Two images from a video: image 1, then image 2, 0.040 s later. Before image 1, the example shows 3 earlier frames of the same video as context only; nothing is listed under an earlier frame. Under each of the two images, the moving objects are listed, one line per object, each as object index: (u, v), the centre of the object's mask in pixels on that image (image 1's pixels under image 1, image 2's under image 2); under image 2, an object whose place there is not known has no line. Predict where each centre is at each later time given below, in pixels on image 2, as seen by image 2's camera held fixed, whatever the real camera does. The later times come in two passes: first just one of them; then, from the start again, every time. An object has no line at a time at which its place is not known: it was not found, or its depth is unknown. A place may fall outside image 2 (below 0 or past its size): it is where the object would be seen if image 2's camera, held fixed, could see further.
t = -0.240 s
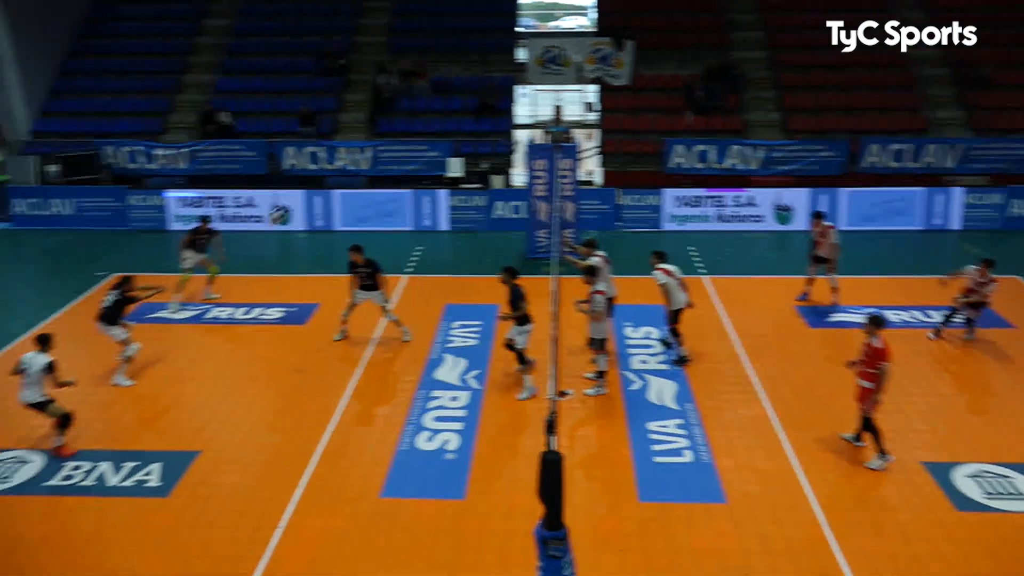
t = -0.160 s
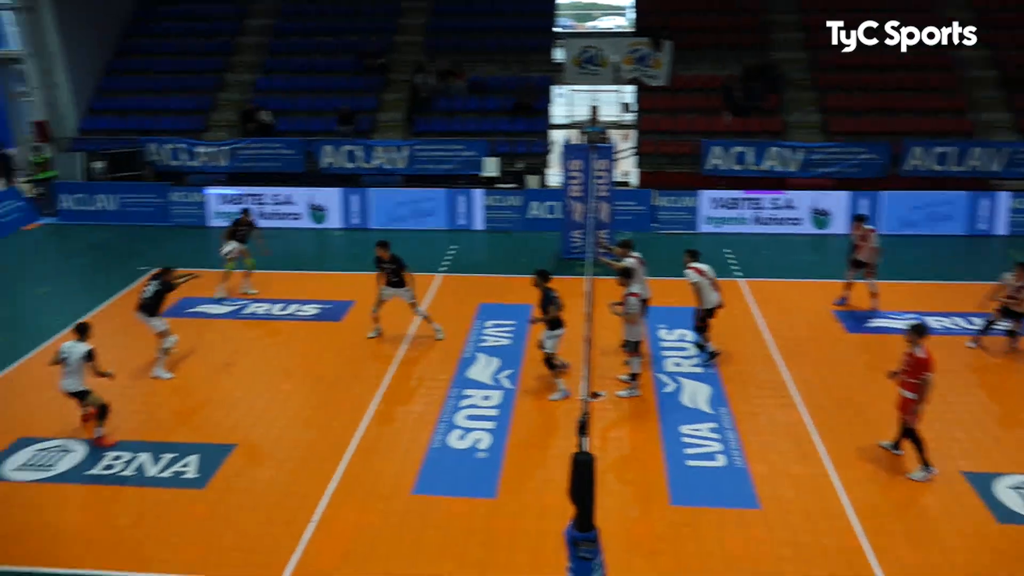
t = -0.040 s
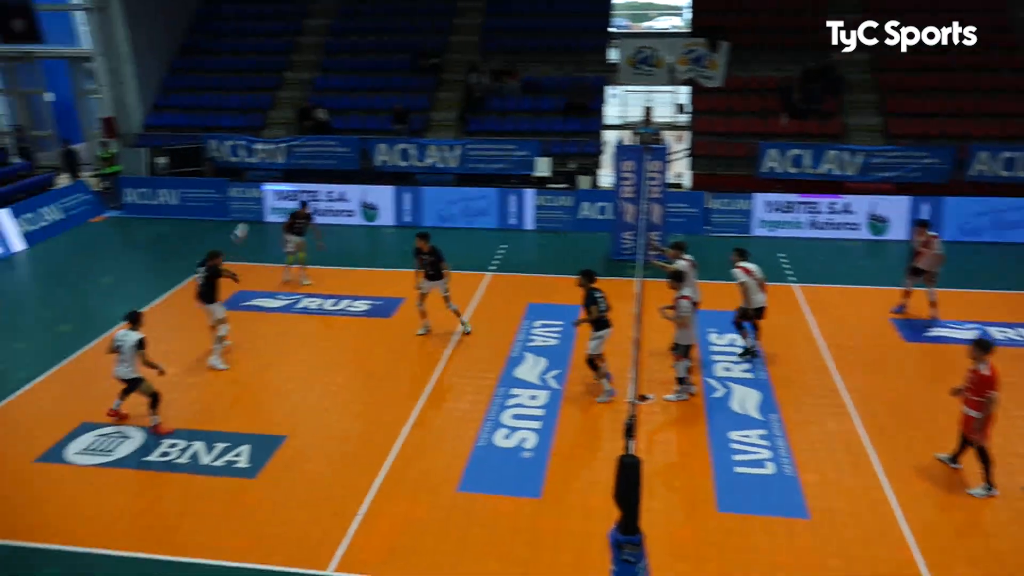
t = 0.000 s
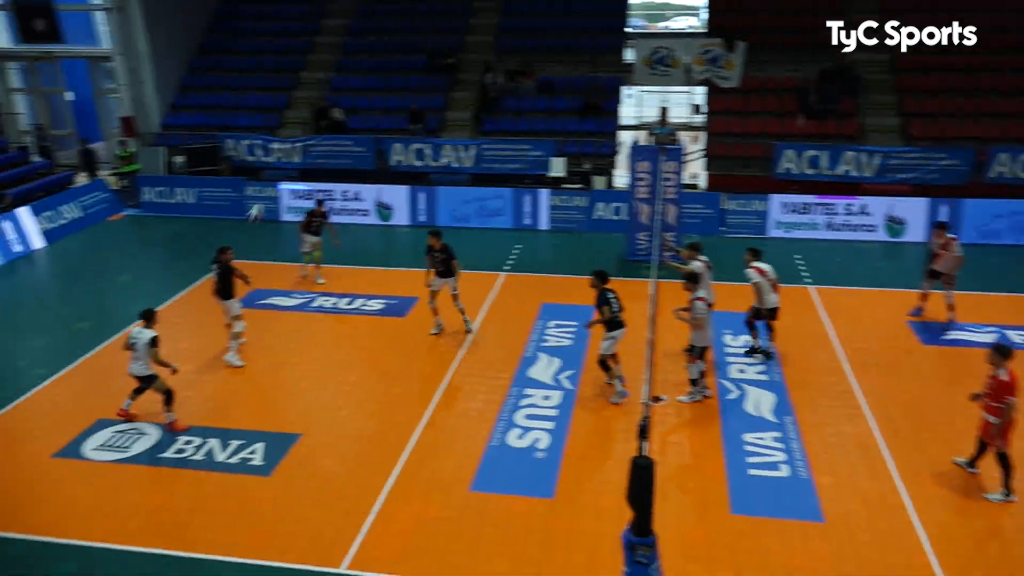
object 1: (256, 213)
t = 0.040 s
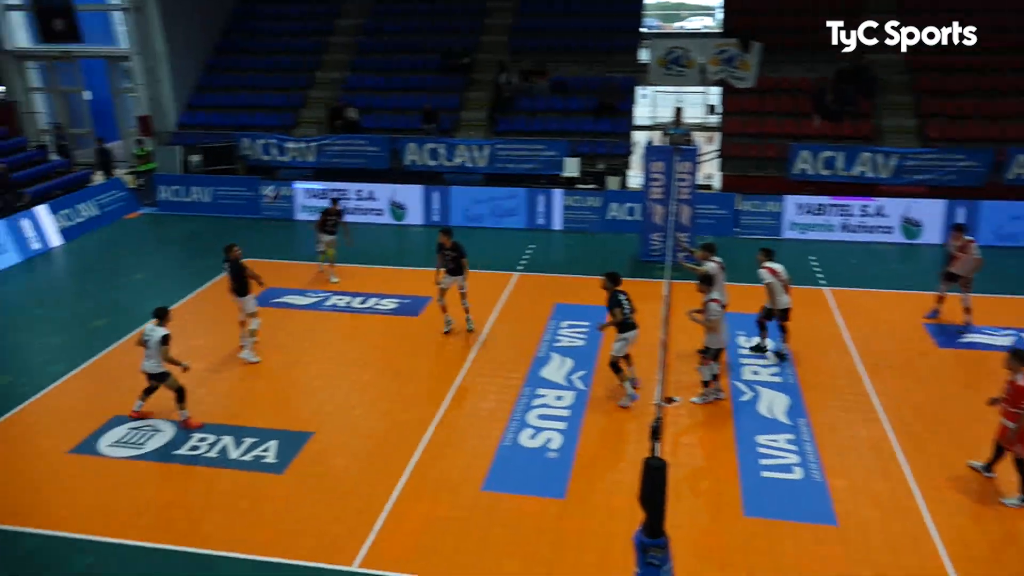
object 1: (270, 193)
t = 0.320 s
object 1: (282, 86)
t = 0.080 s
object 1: (274, 177)
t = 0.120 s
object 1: (274, 160)
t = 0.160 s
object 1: (274, 141)
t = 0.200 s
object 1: (278, 128)
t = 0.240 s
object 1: (278, 112)
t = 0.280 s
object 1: (279, 98)
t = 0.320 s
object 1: (282, 86)
